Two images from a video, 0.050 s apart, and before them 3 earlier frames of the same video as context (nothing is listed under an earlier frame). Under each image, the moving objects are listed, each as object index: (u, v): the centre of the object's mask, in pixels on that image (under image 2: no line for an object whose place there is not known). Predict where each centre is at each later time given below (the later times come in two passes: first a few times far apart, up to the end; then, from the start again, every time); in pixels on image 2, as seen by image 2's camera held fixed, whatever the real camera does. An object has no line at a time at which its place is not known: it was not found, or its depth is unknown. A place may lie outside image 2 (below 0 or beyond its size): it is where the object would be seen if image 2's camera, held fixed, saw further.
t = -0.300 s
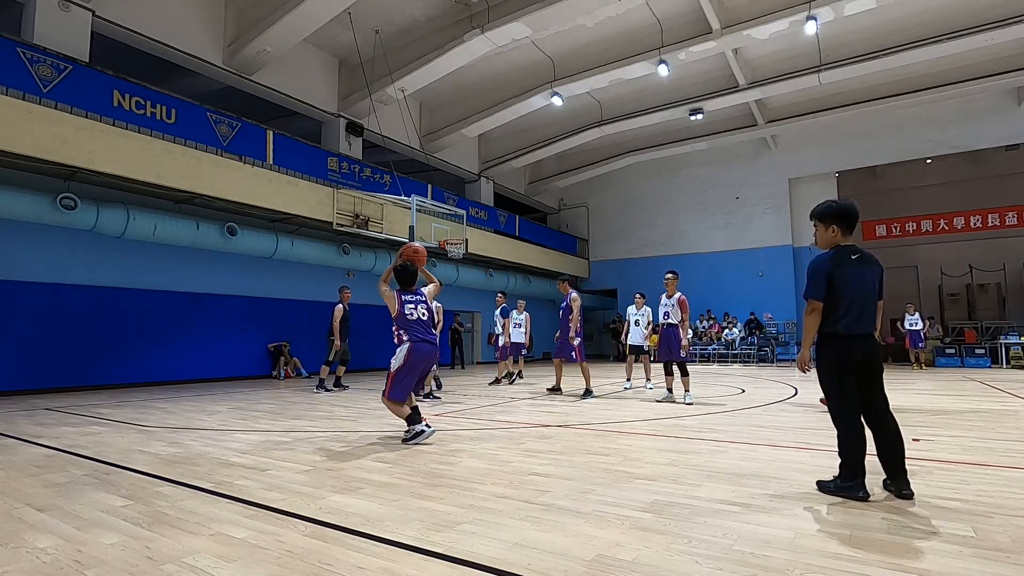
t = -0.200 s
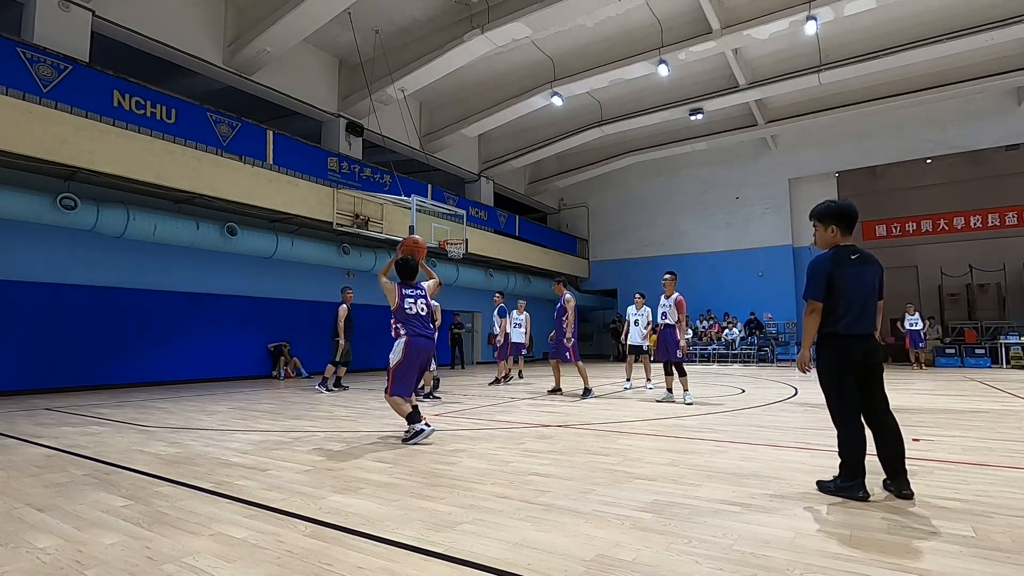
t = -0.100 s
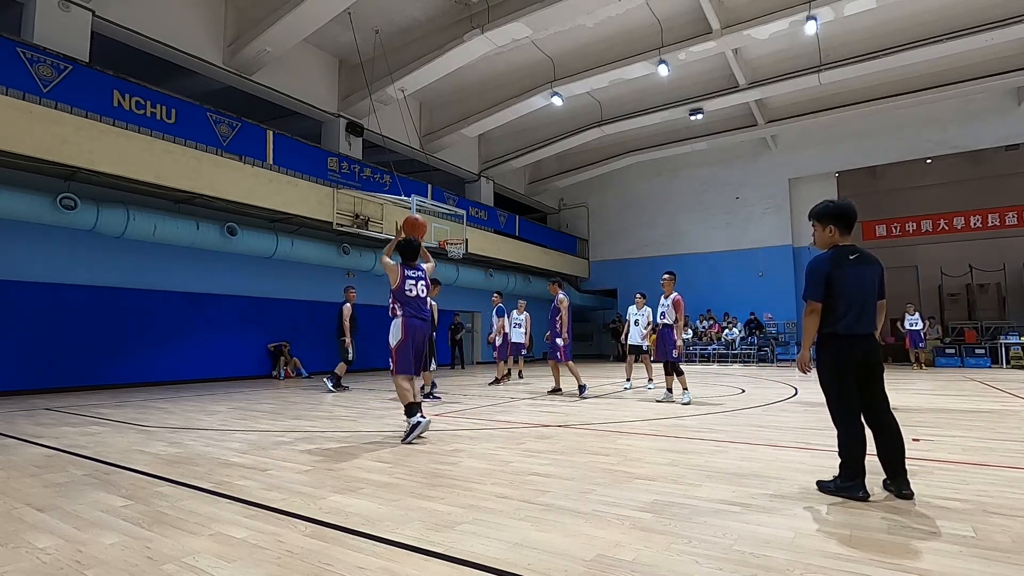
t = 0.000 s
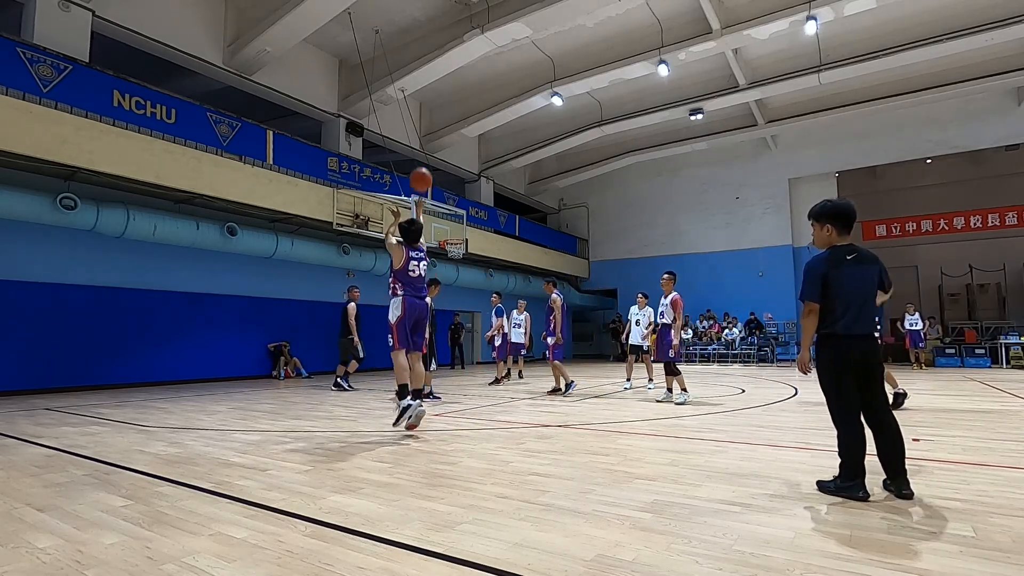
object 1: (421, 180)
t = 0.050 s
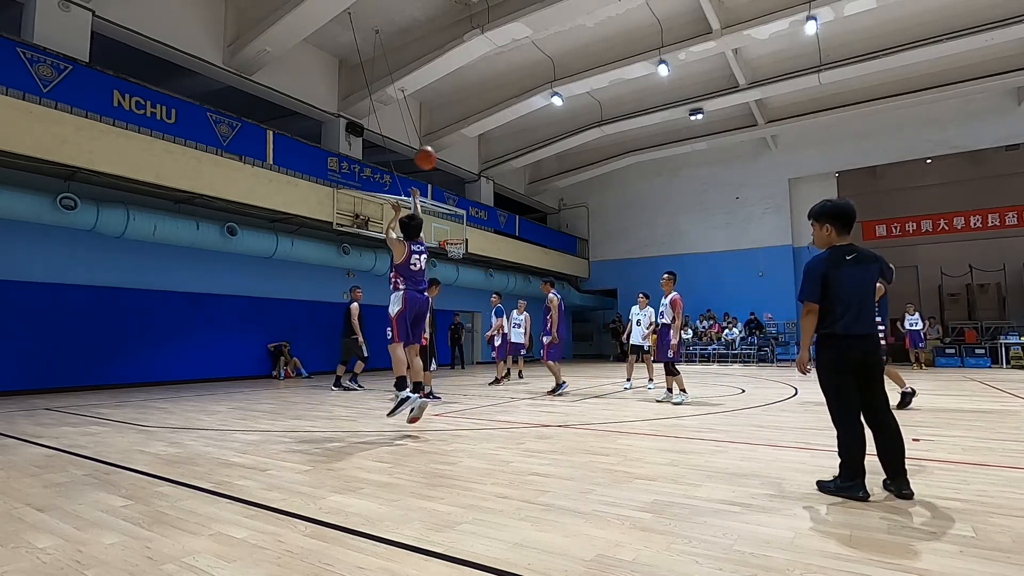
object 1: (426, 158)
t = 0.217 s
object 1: (438, 110)
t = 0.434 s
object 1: (451, 90)
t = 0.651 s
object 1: (460, 101)
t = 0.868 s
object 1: (467, 132)
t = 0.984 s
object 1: (470, 156)
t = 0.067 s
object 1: (427, 151)
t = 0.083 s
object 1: (428, 145)
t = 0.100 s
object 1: (430, 140)
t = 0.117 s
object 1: (431, 134)
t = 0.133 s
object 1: (432, 129)
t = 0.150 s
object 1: (434, 125)
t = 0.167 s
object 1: (434, 121)
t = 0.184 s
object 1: (436, 117)
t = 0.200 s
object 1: (437, 113)
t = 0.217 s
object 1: (438, 110)
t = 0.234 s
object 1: (439, 107)
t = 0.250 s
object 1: (440, 104)
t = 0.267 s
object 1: (441, 102)
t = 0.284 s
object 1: (442, 100)
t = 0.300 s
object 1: (443, 98)
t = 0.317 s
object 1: (444, 97)
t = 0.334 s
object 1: (445, 95)
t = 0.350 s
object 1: (446, 93)
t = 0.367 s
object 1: (447, 92)
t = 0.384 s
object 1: (448, 92)
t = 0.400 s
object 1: (449, 91)
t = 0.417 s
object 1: (450, 90)
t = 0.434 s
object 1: (451, 90)
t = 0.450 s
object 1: (452, 90)
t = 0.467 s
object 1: (452, 90)
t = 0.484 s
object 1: (453, 90)
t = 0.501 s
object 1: (454, 91)
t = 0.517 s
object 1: (455, 91)
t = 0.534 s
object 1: (455, 92)
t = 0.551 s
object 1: (456, 93)
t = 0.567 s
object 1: (457, 94)
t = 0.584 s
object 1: (457, 95)
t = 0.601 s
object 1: (458, 96)
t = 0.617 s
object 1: (459, 98)
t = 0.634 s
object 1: (459, 99)
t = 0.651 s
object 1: (460, 101)
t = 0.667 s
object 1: (460, 102)
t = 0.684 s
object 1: (461, 104)
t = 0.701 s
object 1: (462, 106)
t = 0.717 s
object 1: (462, 108)
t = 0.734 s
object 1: (463, 111)
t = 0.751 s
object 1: (463, 113)
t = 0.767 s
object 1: (464, 115)
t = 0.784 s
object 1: (465, 118)
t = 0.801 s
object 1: (465, 121)
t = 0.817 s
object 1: (466, 123)
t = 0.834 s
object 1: (466, 126)
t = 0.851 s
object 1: (467, 129)
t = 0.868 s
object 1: (467, 132)
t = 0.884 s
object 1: (468, 135)
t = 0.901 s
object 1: (468, 138)
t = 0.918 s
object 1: (469, 142)
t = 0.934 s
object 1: (470, 145)
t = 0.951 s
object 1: (470, 149)
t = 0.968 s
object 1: (470, 152)
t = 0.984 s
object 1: (470, 156)
